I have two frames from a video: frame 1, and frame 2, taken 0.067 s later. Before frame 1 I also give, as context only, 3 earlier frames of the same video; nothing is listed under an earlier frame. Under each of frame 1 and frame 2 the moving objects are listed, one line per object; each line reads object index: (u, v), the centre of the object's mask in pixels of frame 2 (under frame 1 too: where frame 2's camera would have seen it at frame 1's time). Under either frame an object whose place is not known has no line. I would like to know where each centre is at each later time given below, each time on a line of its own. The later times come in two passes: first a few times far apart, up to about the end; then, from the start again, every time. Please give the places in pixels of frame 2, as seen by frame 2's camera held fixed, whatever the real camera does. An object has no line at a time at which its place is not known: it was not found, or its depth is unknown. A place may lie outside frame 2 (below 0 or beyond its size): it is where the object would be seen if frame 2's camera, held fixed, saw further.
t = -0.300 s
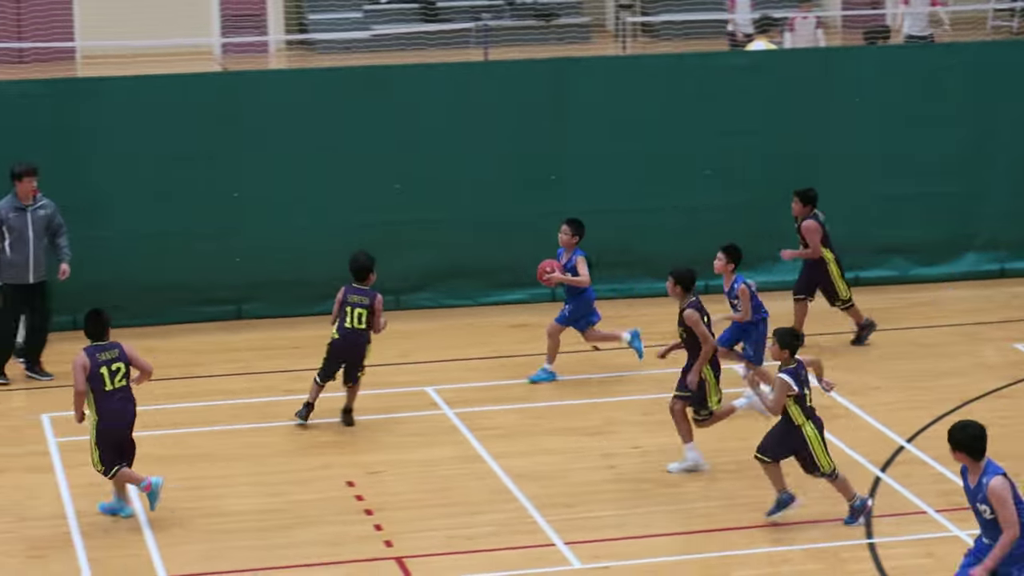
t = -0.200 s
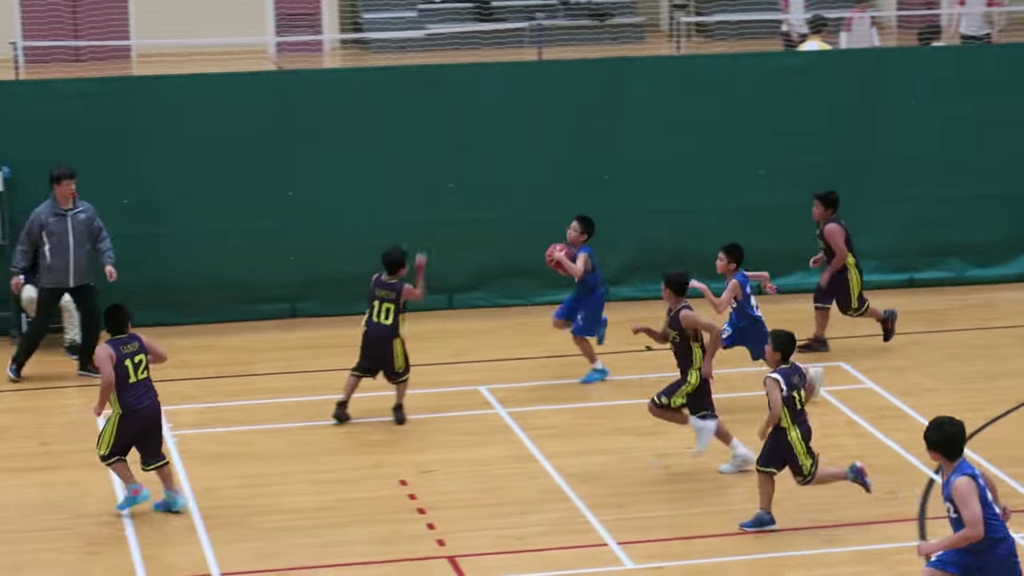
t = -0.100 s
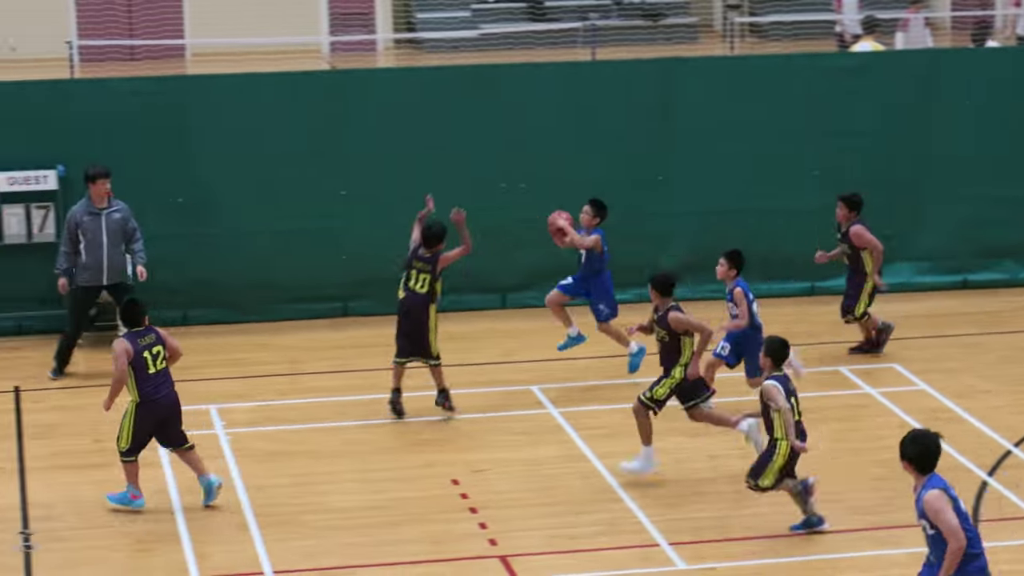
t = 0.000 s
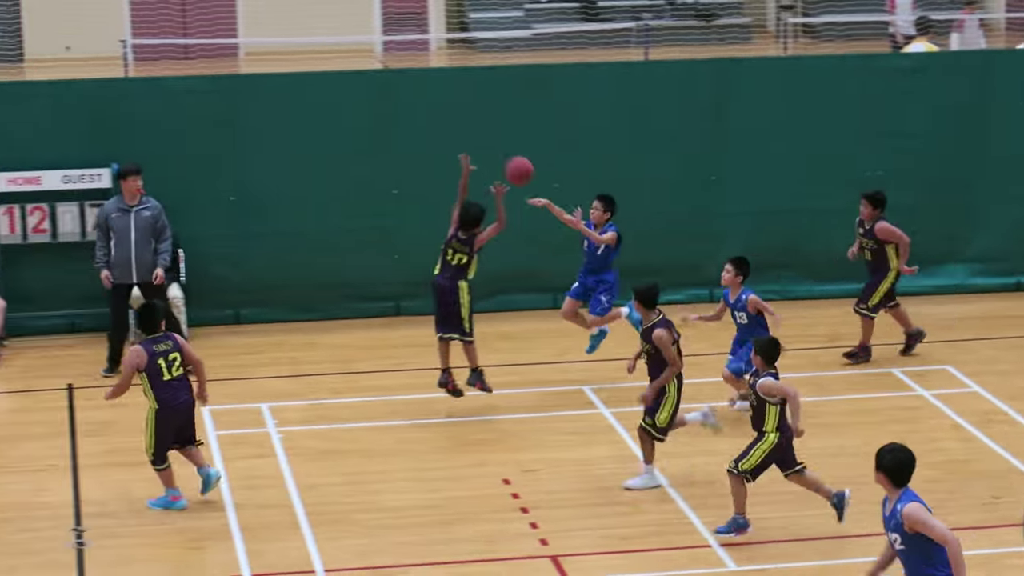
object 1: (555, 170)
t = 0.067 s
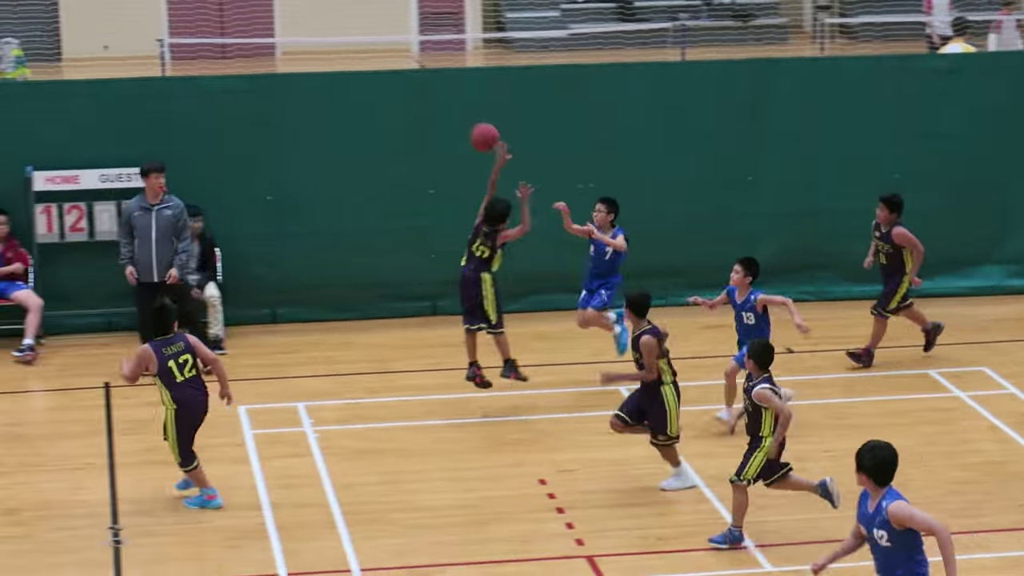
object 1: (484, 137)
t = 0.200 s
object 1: (338, 83)
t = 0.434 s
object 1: (72, 28)
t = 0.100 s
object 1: (448, 122)
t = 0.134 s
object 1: (412, 108)
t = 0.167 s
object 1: (375, 95)
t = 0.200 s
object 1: (338, 83)
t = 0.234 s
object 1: (301, 73)
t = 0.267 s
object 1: (263, 62)
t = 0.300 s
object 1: (225, 53)
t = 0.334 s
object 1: (185, 45)
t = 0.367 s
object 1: (148, 37)
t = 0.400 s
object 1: (109, 32)
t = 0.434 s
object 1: (72, 28)
